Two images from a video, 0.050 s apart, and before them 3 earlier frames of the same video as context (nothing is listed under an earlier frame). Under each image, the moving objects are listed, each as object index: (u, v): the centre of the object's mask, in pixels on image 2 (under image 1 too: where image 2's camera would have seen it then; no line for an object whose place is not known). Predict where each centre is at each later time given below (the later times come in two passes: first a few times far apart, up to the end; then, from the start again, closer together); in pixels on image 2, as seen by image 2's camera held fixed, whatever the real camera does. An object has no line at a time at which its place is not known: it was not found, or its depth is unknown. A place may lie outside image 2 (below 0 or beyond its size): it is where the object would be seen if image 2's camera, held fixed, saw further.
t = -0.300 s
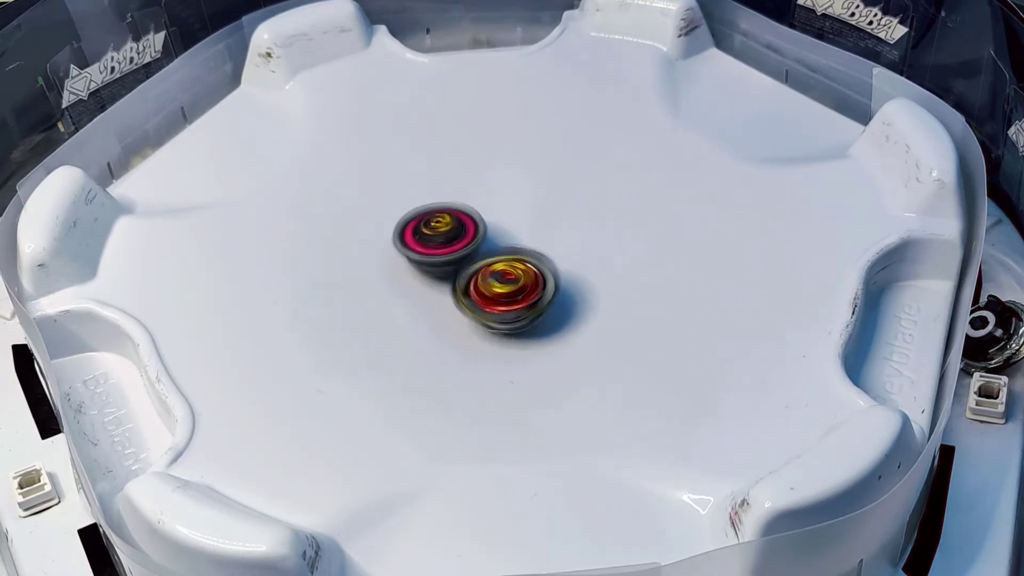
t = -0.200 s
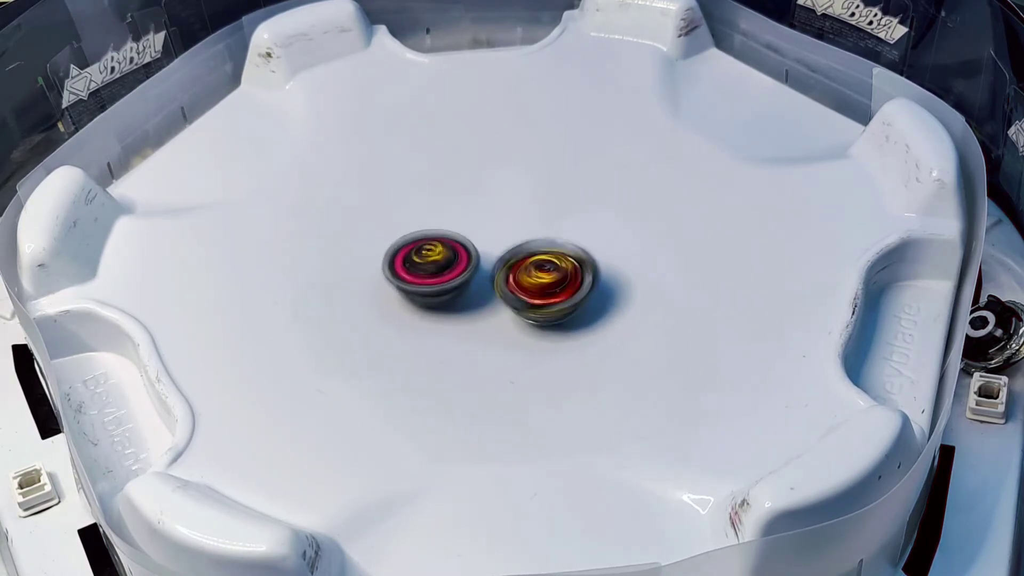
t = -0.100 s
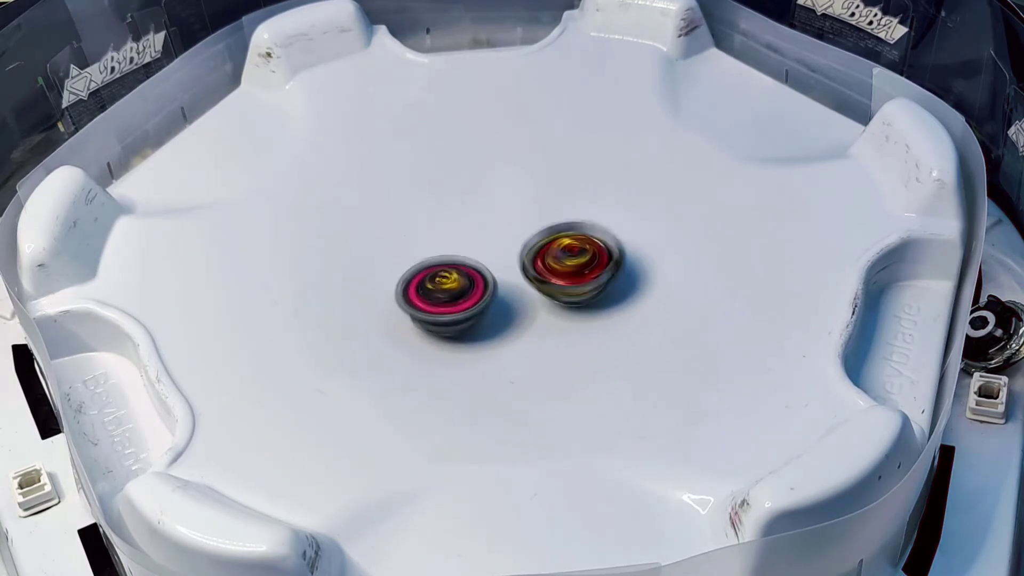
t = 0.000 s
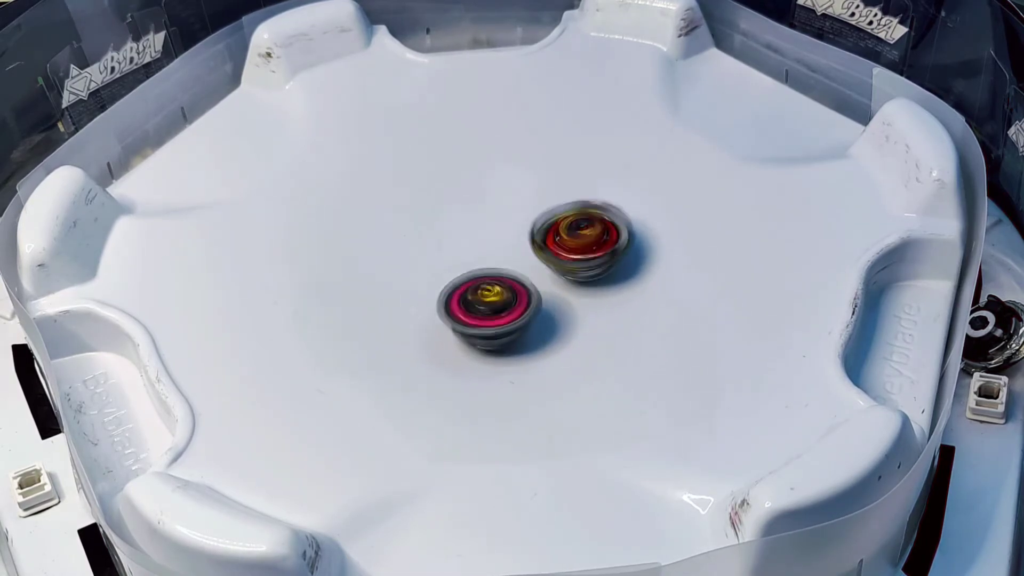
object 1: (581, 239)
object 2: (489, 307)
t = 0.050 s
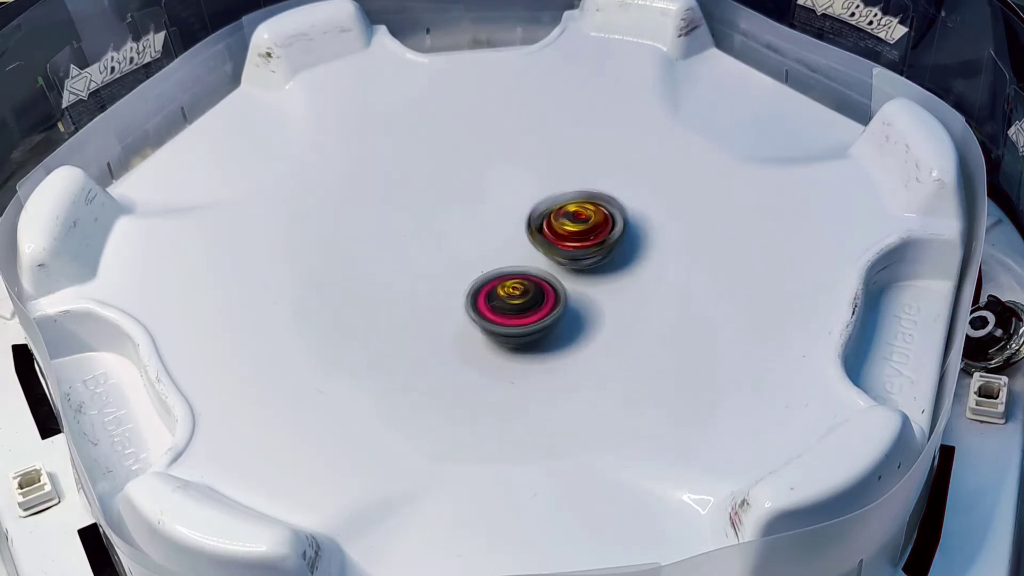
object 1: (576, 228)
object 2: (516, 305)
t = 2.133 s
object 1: (456, 223)
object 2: (550, 290)
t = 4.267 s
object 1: (484, 294)
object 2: (423, 224)
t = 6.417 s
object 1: (530, 210)
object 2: (431, 239)
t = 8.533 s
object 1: (541, 267)
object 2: (438, 242)
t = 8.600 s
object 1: (542, 261)
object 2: (448, 248)
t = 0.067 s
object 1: (576, 225)
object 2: (524, 303)
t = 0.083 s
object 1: (573, 221)
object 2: (532, 300)
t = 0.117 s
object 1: (566, 215)
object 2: (547, 293)
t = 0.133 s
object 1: (562, 212)
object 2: (553, 288)
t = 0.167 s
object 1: (551, 207)
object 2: (564, 279)
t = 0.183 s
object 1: (548, 205)
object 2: (568, 274)
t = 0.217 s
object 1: (535, 202)
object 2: (573, 263)
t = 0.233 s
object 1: (530, 197)
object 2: (576, 263)
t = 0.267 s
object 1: (511, 186)
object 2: (580, 261)
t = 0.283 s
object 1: (504, 183)
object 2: (581, 258)
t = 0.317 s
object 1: (485, 177)
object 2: (582, 252)
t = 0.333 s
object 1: (479, 175)
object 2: (581, 248)
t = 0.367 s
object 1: (462, 172)
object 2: (575, 239)
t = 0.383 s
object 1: (457, 172)
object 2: (571, 235)
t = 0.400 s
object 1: (450, 171)
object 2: (567, 231)
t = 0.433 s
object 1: (438, 172)
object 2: (554, 224)
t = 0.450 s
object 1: (432, 173)
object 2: (547, 222)
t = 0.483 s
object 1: (421, 175)
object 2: (531, 218)
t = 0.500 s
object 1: (415, 177)
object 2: (523, 217)
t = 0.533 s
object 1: (405, 181)
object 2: (505, 219)
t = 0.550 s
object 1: (399, 184)
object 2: (497, 220)
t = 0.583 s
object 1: (392, 189)
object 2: (480, 224)
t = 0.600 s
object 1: (387, 192)
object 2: (473, 228)
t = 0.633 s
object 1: (372, 192)
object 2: (469, 239)
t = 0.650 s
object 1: (366, 192)
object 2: (465, 244)
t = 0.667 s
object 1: (359, 194)
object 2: (463, 249)
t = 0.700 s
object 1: (347, 197)
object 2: (456, 259)
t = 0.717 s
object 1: (343, 200)
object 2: (454, 264)
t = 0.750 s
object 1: (336, 204)
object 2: (451, 274)
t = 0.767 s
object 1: (333, 207)
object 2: (451, 279)
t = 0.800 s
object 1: (328, 213)
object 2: (455, 289)
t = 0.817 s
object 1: (327, 216)
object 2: (458, 293)
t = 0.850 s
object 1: (326, 224)
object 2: (468, 300)
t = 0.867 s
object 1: (328, 227)
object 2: (473, 302)
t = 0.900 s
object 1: (332, 235)
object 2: (488, 305)
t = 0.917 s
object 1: (335, 239)
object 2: (497, 306)
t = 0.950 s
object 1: (344, 246)
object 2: (513, 304)
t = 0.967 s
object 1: (350, 250)
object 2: (521, 301)
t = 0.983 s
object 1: (355, 254)
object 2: (528, 298)
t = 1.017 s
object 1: (369, 261)
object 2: (541, 291)
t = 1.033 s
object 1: (376, 264)
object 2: (545, 287)
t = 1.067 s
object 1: (393, 269)
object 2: (553, 277)
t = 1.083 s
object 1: (403, 271)
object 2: (554, 271)
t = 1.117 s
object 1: (422, 274)
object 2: (555, 261)
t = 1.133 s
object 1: (432, 276)
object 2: (555, 256)
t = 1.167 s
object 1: (452, 277)
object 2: (551, 246)
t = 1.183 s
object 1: (462, 276)
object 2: (548, 240)
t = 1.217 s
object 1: (456, 280)
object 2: (560, 223)
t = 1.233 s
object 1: (454, 281)
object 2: (565, 216)
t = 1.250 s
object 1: (454, 282)
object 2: (568, 210)
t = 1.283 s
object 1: (454, 282)
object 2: (569, 197)
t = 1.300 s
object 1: (456, 282)
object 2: (567, 192)
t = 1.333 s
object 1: (463, 283)
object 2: (560, 184)
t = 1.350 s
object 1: (466, 284)
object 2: (555, 182)
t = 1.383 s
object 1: (475, 284)
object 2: (541, 178)
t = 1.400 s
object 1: (479, 284)
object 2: (533, 176)
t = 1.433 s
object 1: (489, 283)
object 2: (517, 174)
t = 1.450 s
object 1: (492, 281)
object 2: (510, 172)
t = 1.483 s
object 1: (500, 277)
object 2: (494, 171)
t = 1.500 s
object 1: (504, 275)
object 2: (485, 170)
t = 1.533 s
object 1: (510, 270)
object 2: (470, 172)
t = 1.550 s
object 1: (513, 267)
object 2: (462, 174)
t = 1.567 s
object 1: (515, 265)
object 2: (454, 176)
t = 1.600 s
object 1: (519, 259)
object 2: (441, 182)
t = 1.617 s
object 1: (520, 256)
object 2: (434, 185)
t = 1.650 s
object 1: (523, 250)
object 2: (424, 195)
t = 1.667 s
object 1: (522, 247)
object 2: (419, 199)
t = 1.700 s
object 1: (523, 241)
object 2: (412, 210)
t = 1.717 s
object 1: (522, 238)
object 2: (409, 216)
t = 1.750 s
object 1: (521, 232)
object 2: (407, 228)
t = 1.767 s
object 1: (519, 230)
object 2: (407, 233)
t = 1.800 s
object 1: (516, 224)
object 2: (409, 245)
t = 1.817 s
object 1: (512, 222)
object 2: (411, 251)
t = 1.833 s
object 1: (511, 219)
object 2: (415, 256)
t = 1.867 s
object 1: (504, 216)
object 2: (422, 267)
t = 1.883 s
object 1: (502, 214)
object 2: (427, 272)
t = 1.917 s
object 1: (494, 211)
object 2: (439, 281)
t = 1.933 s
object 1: (491, 210)
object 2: (445, 285)
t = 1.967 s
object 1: (482, 208)
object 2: (461, 291)
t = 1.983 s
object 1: (480, 208)
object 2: (469, 295)
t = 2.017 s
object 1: (471, 209)
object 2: (487, 297)
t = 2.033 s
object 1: (468, 210)
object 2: (497, 298)
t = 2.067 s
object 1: (461, 213)
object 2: (514, 297)
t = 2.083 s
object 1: (460, 215)
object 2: (524, 296)
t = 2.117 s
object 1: (455, 221)
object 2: (542, 292)
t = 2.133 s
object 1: (456, 223)
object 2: (550, 290)
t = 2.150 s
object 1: (455, 226)
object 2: (559, 287)
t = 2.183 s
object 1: (457, 232)
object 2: (574, 281)
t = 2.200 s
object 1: (457, 235)
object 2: (582, 276)
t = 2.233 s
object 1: (461, 240)
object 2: (594, 268)
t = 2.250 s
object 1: (464, 243)
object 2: (598, 263)
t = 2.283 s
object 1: (470, 247)
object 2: (608, 252)
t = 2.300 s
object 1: (473, 250)
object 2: (610, 247)
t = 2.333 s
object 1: (480, 252)
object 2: (614, 236)
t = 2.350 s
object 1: (484, 254)
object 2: (614, 231)
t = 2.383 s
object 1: (492, 256)
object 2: (613, 220)
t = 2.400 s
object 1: (497, 257)
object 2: (610, 214)
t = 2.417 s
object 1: (500, 257)
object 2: (607, 210)
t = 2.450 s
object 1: (510, 257)
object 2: (599, 200)
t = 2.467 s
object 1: (514, 257)
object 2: (594, 196)
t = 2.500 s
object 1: (524, 255)
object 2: (583, 189)
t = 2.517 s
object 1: (527, 255)
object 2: (577, 187)
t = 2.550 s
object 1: (536, 253)
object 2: (562, 183)
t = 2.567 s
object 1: (539, 251)
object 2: (555, 180)
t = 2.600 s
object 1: (546, 251)
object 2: (539, 177)
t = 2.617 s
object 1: (548, 251)
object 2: (531, 179)
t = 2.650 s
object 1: (556, 252)
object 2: (515, 181)
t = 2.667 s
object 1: (559, 250)
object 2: (506, 181)
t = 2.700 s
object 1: (564, 248)
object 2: (491, 181)
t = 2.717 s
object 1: (565, 246)
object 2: (483, 182)
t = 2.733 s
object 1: (567, 245)
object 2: (475, 184)
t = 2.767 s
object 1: (567, 242)
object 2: (460, 190)
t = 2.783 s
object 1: (568, 241)
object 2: (453, 193)
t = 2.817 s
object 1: (564, 239)
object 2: (441, 199)
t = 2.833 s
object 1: (563, 237)
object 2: (435, 204)
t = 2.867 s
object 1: (556, 236)
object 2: (426, 214)
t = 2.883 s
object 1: (553, 236)
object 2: (422, 218)
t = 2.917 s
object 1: (546, 236)
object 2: (416, 229)
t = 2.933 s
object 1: (542, 236)
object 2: (414, 234)
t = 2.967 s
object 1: (535, 237)
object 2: (411, 245)
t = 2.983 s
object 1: (531, 237)
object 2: (411, 250)
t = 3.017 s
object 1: (523, 239)
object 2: (412, 261)
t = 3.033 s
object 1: (519, 240)
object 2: (414, 267)
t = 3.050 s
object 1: (515, 242)
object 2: (416, 272)
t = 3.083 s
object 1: (512, 243)
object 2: (419, 283)
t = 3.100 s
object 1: (513, 243)
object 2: (417, 287)
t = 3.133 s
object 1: (515, 244)
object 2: (420, 297)
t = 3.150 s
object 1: (517, 243)
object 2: (423, 301)
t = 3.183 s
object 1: (520, 242)
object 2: (433, 308)
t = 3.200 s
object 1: (521, 242)
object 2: (439, 311)
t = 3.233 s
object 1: (522, 241)
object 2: (453, 316)
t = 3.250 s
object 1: (522, 240)
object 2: (461, 318)
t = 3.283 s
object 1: (524, 239)
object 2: (477, 320)
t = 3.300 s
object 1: (523, 239)
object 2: (485, 321)
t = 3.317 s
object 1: (522, 239)
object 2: (494, 320)
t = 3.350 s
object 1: (519, 238)
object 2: (510, 319)
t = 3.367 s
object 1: (519, 237)
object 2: (519, 317)
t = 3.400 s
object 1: (516, 236)
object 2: (535, 313)
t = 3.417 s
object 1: (514, 237)
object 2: (543, 309)
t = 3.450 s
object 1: (510, 238)
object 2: (557, 302)
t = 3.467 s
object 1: (508, 238)
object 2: (562, 298)
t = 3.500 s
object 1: (505, 240)
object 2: (573, 288)
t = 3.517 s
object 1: (503, 240)
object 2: (577, 284)
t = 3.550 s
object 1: (497, 241)
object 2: (585, 274)
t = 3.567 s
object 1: (495, 241)
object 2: (587, 269)
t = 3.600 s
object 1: (489, 242)
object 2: (593, 260)
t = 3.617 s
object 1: (484, 240)
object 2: (597, 256)
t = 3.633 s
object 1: (479, 240)
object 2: (599, 252)
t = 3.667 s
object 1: (470, 240)
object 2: (602, 242)
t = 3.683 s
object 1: (466, 240)
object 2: (602, 238)
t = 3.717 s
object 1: (459, 240)
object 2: (600, 228)
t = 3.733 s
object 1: (455, 240)
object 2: (598, 224)
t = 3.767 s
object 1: (449, 240)
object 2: (592, 215)
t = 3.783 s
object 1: (446, 241)
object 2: (588, 211)
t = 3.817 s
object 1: (440, 243)
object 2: (579, 204)
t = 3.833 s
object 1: (437, 243)
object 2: (574, 201)
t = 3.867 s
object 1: (433, 246)
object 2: (563, 196)
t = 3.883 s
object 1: (431, 247)
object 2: (556, 193)
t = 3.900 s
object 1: (430, 248)
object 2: (550, 192)
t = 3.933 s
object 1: (431, 251)
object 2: (535, 192)
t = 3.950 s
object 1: (432, 252)
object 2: (528, 192)
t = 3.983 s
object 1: (436, 255)
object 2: (512, 194)
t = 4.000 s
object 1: (439, 257)
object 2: (504, 194)
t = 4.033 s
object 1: (444, 260)
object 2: (489, 196)
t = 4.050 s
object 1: (447, 260)
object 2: (484, 196)
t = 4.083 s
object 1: (450, 267)
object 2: (472, 196)
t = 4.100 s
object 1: (453, 271)
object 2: (468, 196)
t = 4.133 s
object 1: (459, 278)
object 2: (458, 198)
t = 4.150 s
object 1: (463, 281)
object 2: (454, 200)
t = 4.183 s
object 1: (468, 286)
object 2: (443, 205)
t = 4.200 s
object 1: (471, 289)
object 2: (438, 208)
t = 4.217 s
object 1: (474, 290)
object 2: (433, 211)
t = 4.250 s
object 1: (481, 292)
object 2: (426, 220)
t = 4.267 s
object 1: (484, 294)
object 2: (423, 224)
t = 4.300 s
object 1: (492, 294)
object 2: (420, 234)
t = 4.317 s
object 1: (496, 295)
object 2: (419, 238)
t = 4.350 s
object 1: (504, 295)
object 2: (420, 248)
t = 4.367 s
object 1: (509, 296)
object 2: (422, 253)
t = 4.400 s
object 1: (518, 294)
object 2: (427, 261)
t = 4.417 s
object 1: (522, 294)
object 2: (429, 265)
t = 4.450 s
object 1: (536, 292)
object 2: (433, 270)
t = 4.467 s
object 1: (544, 292)
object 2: (434, 272)
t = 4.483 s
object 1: (552, 292)
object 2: (437, 274)
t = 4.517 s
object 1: (568, 289)
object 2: (445, 278)
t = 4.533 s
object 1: (573, 288)
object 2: (450, 280)
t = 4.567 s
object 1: (584, 285)
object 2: (463, 283)
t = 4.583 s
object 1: (588, 283)
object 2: (469, 283)
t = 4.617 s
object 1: (597, 279)
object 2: (484, 282)
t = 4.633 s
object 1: (600, 277)
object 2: (490, 280)
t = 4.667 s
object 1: (608, 273)
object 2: (502, 276)
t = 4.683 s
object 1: (610, 271)
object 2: (507, 273)
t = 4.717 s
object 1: (616, 267)
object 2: (517, 266)
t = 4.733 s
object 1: (621, 265)
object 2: (519, 262)
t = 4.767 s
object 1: (629, 260)
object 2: (523, 254)
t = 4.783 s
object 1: (630, 258)
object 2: (526, 250)
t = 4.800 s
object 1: (633, 256)
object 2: (528, 246)
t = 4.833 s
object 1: (636, 251)
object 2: (531, 237)
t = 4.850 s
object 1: (637, 248)
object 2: (530, 233)
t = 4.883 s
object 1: (639, 244)
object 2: (529, 225)
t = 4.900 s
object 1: (640, 241)
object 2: (527, 221)
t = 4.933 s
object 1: (639, 236)
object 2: (523, 214)
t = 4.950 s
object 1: (637, 234)
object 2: (520, 211)
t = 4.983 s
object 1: (633, 231)
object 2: (511, 206)
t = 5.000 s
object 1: (630, 230)
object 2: (507, 204)
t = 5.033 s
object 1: (623, 227)
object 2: (498, 200)
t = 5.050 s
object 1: (619, 226)
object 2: (493, 199)
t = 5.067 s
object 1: (615, 225)
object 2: (487, 197)
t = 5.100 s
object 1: (603, 225)
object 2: (477, 197)
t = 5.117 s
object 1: (598, 224)
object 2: (472, 198)
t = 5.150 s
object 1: (585, 223)
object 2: (462, 201)
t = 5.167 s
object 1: (579, 223)
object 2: (458, 204)
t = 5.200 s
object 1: (565, 224)
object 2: (451, 209)
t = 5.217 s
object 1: (559, 224)
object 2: (449, 213)
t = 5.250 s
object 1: (544, 224)
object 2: (444, 220)
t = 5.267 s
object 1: (541, 224)
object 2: (439, 225)
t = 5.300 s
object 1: (542, 226)
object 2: (426, 230)
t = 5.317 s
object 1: (541, 226)
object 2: (421, 234)
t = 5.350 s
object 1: (540, 228)
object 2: (417, 242)
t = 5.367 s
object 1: (539, 229)
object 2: (418, 245)
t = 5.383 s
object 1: (537, 229)
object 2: (418, 249)
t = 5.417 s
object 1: (534, 232)
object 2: (422, 258)
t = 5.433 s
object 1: (532, 233)
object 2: (424, 261)
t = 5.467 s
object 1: (529, 236)
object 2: (431, 269)
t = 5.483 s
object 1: (528, 237)
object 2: (436, 272)
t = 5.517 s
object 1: (533, 237)
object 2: (438, 279)
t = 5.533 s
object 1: (536, 235)
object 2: (438, 284)
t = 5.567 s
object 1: (541, 235)
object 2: (442, 290)
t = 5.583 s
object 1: (544, 235)
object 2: (446, 293)
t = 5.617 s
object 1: (547, 234)
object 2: (457, 296)
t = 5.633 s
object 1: (550, 233)
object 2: (463, 297)
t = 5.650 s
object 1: (553, 232)
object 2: (470, 299)
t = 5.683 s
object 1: (557, 232)
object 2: (483, 300)
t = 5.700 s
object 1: (560, 231)
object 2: (491, 299)
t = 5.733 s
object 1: (565, 231)
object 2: (503, 297)
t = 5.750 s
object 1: (568, 229)
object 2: (511, 295)
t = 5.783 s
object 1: (577, 226)
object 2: (519, 293)
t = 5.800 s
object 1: (583, 221)
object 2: (518, 294)
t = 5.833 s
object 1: (594, 212)
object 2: (521, 293)
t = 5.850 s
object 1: (596, 208)
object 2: (524, 291)
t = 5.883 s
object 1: (601, 200)
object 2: (530, 287)
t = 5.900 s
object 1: (602, 197)
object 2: (533, 285)
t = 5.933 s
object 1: (604, 192)
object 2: (537, 278)
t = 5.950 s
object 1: (604, 191)
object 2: (538, 274)
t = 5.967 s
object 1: (606, 189)
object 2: (540, 271)
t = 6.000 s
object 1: (605, 185)
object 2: (539, 264)
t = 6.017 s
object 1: (605, 184)
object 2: (538, 260)
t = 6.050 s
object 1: (604, 180)
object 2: (535, 254)
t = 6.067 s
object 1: (601, 179)
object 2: (532, 250)
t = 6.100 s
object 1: (598, 178)
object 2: (526, 244)
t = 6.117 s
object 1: (595, 178)
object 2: (522, 241)
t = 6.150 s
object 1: (588, 180)
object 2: (514, 237)
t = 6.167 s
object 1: (585, 180)
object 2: (510, 235)
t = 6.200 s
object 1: (578, 182)
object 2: (500, 232)
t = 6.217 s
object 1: (574, 183)
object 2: (495, 231)
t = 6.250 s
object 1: (568, 186)
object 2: (483, 229)
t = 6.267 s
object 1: (564, 188)
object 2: (477, 229)
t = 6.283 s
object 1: (560, 190)
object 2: (471, 229)
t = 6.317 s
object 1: (551, 195)
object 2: (461, 230)
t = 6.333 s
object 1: (546, 198)
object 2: (456, 230)
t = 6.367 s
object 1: (538, 203)
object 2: (445, 233)
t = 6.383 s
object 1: (536, 205)
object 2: (440, 235)
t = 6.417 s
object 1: (530, 210)
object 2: (431, 239)
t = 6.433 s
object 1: (527, 213)
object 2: (426, 241)
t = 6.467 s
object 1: (522, 218)
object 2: (420, 247)
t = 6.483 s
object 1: (518, 220)
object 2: (418, 250)
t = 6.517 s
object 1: (510, 228)
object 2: (416, 259)
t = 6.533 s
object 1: (508, 230)
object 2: (416, 262)
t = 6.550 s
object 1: (509, 231)
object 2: (415, 266)
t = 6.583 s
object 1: (525, 234)
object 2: (398, 272)
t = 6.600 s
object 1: (532, 234)
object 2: (392, 276)
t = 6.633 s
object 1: (547, 234)
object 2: (387, 282)
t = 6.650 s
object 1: (551, 235)
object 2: (387, 284)
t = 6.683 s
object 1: (559, 235)
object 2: (389, 290)
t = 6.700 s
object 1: (562, 236)
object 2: (391, 293)
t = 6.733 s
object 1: (569, 239)
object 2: (397, 299)
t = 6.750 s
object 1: (571, 239)
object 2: (402, 301)
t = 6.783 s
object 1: (574, 242)
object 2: (413, 304)
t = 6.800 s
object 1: (575, 243)
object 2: (419, 306)
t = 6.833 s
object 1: (578, 246)
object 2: (432, 306)
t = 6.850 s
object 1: (578, 248)
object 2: (439, 306)
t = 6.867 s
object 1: (577, 249)
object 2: (446, 305)
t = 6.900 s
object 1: (576, 252)
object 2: (459, 302)
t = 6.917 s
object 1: (576, 253)
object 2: (466, 301)
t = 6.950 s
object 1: (572, 256)
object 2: (478, 296)
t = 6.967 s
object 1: (574, 256)
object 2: (480, 294)
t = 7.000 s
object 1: (587, 255)
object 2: (473, 291)
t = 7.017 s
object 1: (589, 252)
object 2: (473, 289)
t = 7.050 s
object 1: (598, 245)
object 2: (475, 285)
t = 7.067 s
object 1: (602, 243)
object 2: (478, 283)
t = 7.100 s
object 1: (604, 241)
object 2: (484, 277)
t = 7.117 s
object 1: (606, 240)
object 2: (486, 273)
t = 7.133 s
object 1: (607, 239)
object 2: (489, 269)
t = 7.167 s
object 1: (608, 239)
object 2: (494, 262)
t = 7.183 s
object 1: (609, 238)
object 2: (495, 259)
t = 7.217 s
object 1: (609, 237)
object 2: (498, 252)
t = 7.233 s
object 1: (609, 237)
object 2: (499, 249)
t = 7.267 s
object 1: (605, 237)
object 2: (501, 242)
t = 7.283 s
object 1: (602, 237)
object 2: (501, 238)
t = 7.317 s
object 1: (598, 236)
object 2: (501, 231)
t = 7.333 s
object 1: (600, 236)
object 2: (499, 228)
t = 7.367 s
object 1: (595, 236)
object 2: (495, 222)
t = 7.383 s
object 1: (594, 238)
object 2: (494, 218)
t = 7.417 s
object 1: (591, 238)
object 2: (492, 212)
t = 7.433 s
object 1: (587, 239)
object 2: (491, 208)
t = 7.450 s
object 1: (586, 239)
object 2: (489, 206)
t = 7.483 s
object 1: (579, 241)
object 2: (486, 200)
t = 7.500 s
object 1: (576, 241)
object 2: (484, 197)
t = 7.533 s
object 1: (569, 242)
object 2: (479, 193)
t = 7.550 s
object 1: (564, 242)
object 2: (476, 191)
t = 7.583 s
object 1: (558, 243)
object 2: (470, 188)
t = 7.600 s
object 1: (555, 243)
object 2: (467, 187)
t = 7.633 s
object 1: (547, 241)
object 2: (461, 188)
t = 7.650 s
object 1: (546, 241)
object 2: (459, 188)
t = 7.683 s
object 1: (538, 239)
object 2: (454, 192)
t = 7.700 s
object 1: (535, 239)
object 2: (454, 195)
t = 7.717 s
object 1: (534, 238)
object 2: (451, 197)
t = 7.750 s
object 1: (530, 237)
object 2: (448, 201)
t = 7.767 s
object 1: (529, 237)
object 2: (446, 202)
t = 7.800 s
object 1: (528, 241)
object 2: (442, 205)
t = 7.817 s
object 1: (526, 242)
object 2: (442, 207)
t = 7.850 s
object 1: (528, 250)
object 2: (436, 206)
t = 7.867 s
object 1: (535, 256)
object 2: (427, 202)
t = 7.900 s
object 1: (546, 264)
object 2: (411, 195)
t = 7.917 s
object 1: (551, 266)
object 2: (405, 193)
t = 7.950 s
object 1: (553, 276)
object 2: (395, 190)
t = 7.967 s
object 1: (555, 279)
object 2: (391, 189)
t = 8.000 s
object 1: (557, 285)
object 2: (385, 188)
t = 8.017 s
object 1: (558, 290)
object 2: (382, 187)
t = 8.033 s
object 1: (559, 291)
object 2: (377, 187)
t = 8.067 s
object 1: (560, 292)
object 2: (371, 187)
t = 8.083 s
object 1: (559, 294)
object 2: (369, 187)
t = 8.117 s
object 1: (559, 296)
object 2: (365, 190)
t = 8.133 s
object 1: (558, 296)
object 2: (365, 192)
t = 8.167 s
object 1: (554, 296)
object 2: (366, 196)
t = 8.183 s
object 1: (552, 295)
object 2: (369, 198)
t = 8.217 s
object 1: (551, 296)
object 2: (373, 205)
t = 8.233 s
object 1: (549, 295)
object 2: (376, 207)
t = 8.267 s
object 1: (544, 294)
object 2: (384, 213)
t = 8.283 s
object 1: (542, 292)
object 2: (387, 216)
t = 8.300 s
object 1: (540, 290)
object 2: (392, 218)
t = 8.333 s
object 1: (536, 288)
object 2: (400, 223)
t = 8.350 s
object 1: (534, 286)
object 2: (405, 225)
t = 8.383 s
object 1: (532, 283)
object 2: (414, 229)
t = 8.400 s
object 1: (531, 282)
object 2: (418, 232)
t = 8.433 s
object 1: (531, 278)
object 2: (427, 236)
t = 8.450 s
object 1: (530, 275)
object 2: (431, 239)
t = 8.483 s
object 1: (529, 271)
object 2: (439, 242)
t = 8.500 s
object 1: (534, 269)
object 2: (439, 242)
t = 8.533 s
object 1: (541, 267)
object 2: (438, 242)
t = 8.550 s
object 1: (542, 265)
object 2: (439, 244)
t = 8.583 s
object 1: (543, 263)
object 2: (446, 245)
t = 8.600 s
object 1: (542, 261)
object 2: (448, 248)
